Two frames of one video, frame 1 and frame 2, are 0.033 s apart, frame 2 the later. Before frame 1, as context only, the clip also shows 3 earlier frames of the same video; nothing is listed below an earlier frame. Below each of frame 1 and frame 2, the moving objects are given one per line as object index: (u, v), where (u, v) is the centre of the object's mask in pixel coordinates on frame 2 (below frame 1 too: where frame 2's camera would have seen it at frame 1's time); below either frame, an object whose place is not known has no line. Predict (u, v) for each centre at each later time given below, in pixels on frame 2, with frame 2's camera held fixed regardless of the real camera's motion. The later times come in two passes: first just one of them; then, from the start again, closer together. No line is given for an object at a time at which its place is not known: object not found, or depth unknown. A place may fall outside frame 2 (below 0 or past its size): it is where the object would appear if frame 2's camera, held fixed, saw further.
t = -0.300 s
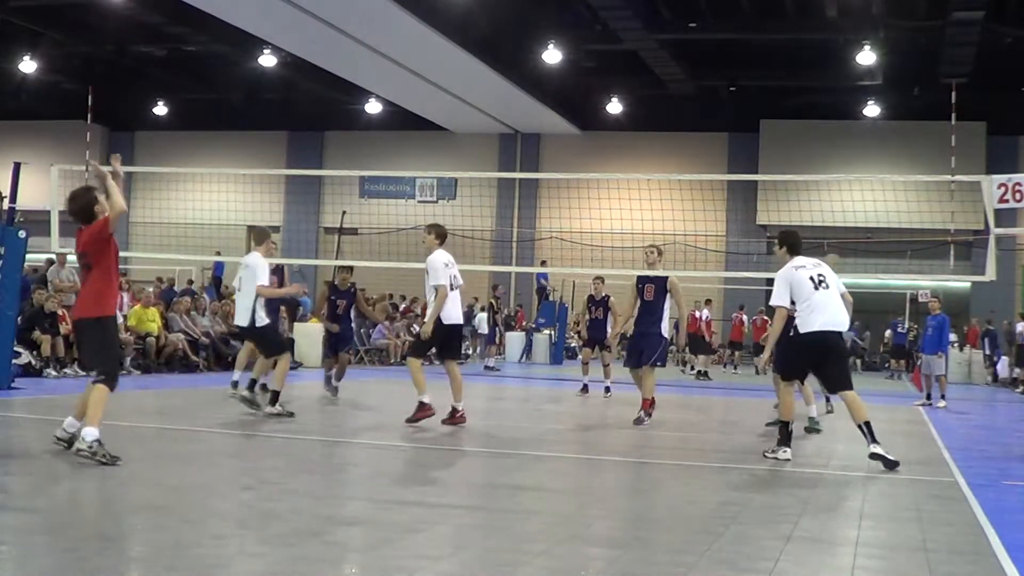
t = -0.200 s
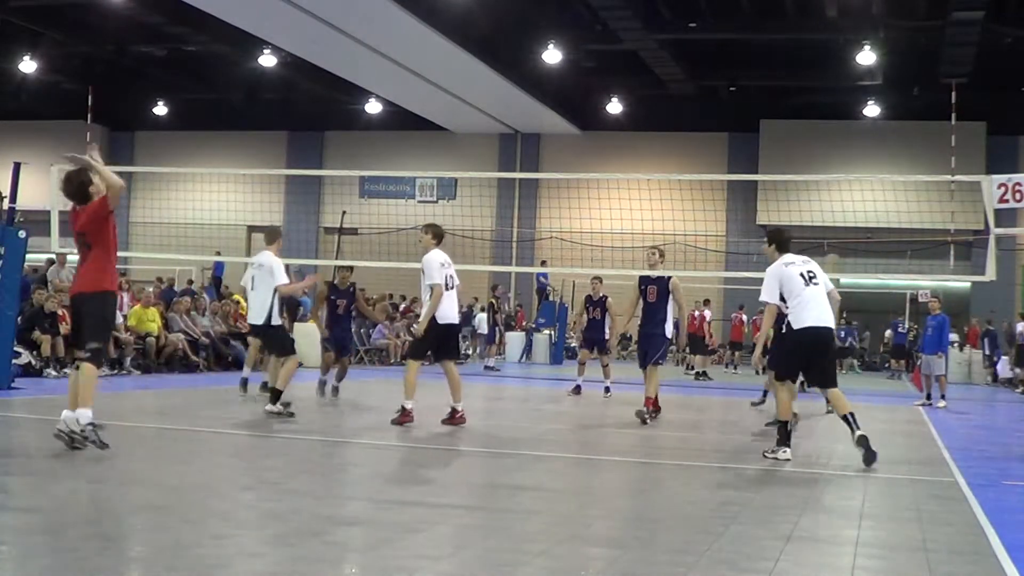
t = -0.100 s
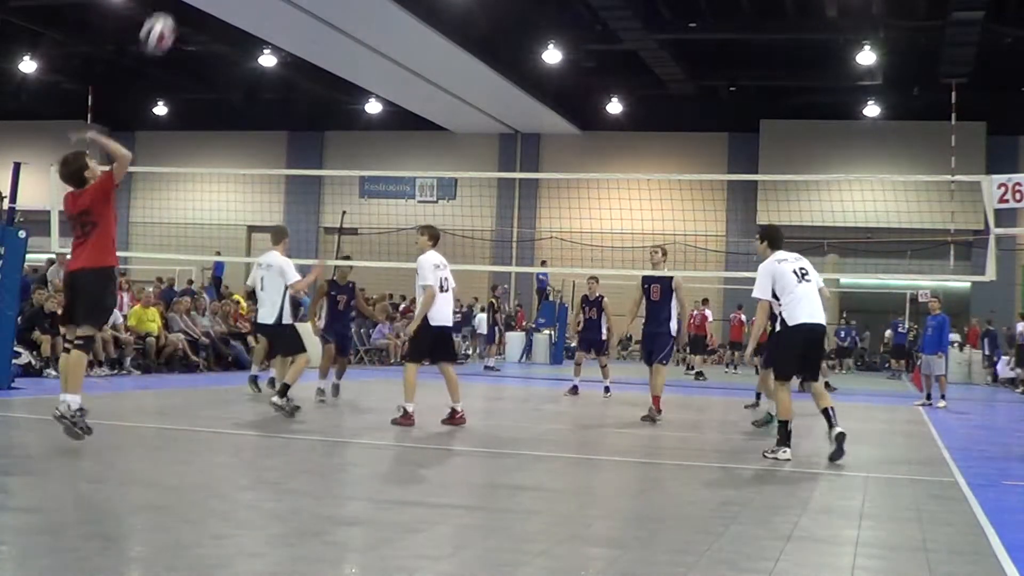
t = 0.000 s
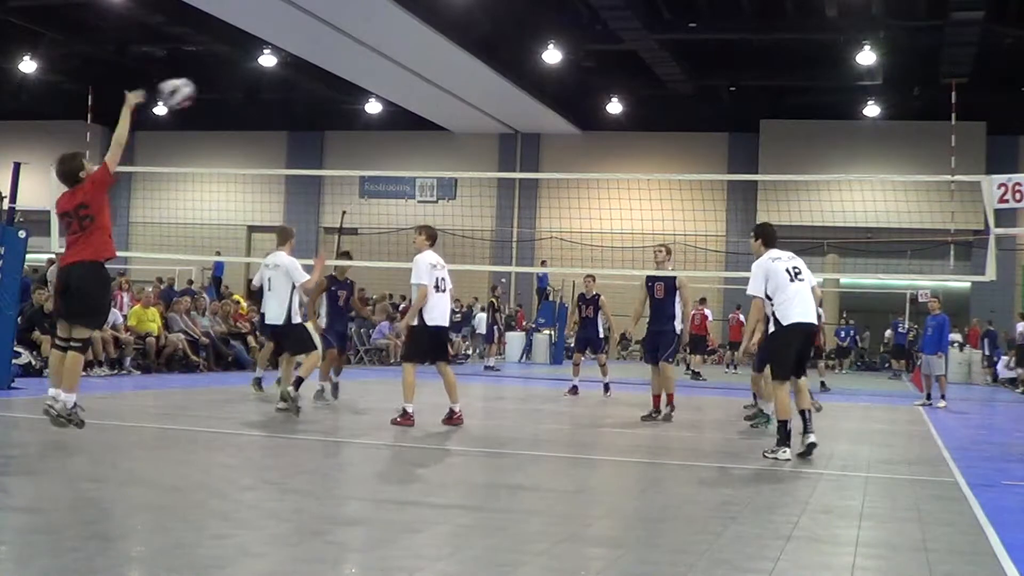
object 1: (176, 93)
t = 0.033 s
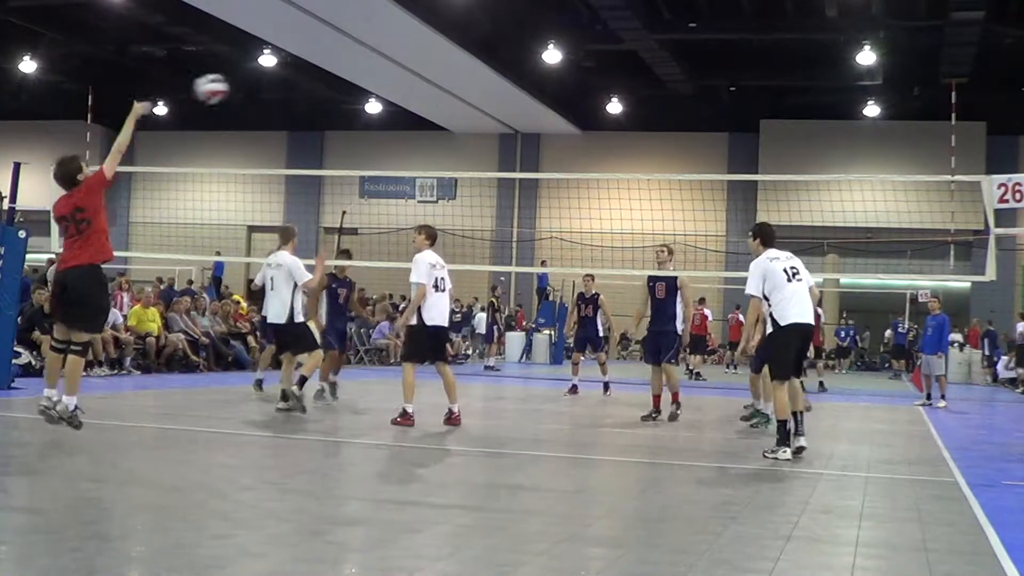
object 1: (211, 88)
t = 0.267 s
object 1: (392, 104)
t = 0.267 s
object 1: (392, 104)
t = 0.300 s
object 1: (411, 112)
